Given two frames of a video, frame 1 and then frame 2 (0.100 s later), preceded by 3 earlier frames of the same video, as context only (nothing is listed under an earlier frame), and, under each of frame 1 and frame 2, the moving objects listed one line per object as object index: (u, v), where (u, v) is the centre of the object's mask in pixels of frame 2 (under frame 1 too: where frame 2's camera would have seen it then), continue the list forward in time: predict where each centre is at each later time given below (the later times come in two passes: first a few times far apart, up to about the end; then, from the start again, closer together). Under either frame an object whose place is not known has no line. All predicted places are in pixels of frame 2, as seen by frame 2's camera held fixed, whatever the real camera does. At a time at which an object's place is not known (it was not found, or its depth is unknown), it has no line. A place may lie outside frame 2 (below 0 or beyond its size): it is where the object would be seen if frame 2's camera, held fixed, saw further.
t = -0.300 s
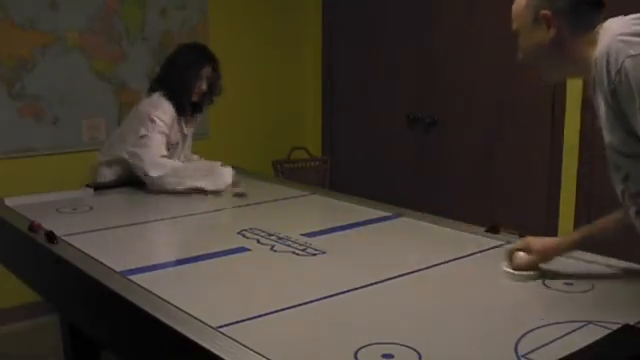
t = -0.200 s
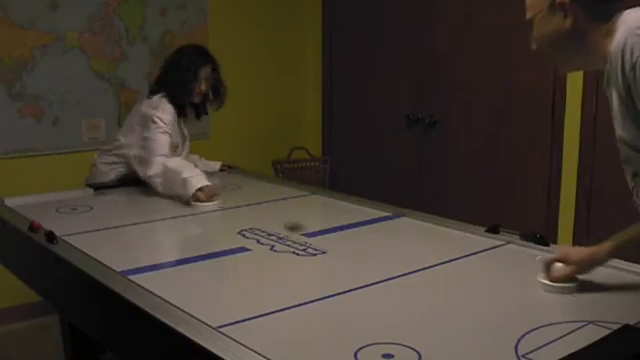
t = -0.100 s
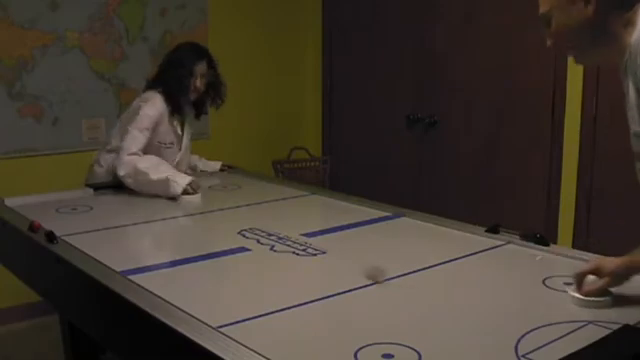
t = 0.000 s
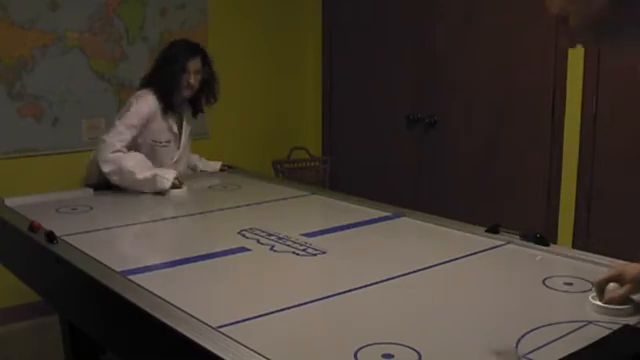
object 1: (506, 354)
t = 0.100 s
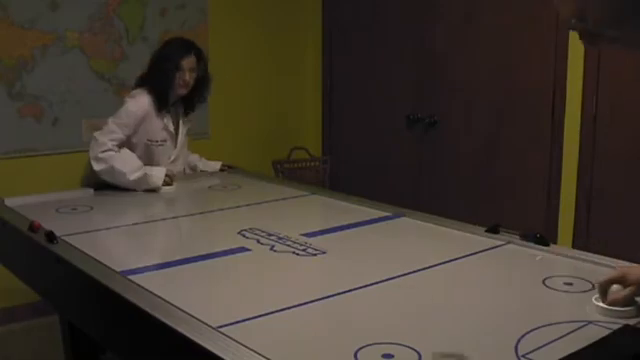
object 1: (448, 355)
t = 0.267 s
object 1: (306, 345)
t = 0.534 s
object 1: (227, 308)
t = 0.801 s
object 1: (212, 288)
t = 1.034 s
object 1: (208, 286)
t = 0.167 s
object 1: (388, 353)
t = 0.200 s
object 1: (359, 350)
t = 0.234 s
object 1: (332, 348)
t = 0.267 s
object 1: (306, 345)
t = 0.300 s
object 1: (281, 342)
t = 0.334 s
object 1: (258, 338)
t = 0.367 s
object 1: (245, 333)
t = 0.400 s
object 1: (239, 327)
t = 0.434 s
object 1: (235, 322)
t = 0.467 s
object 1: (232, 317)
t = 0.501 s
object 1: (229, 312)
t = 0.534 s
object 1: (227, 308)
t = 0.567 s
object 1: (223, 304)
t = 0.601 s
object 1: (221, 301)
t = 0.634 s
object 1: (218, 298)
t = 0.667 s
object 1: (215, 295)
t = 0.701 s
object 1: (214, 293)
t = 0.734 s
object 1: (213, 291)
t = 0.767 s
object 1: (212, 290)
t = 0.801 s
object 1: (212, 288)
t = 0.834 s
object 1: (211, 287)
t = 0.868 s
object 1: (210, 287)
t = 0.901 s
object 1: (209, 287)
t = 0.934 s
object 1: (209, 286)
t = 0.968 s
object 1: (208, 286)
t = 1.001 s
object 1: (208, 286)
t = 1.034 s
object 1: (208, 286)
